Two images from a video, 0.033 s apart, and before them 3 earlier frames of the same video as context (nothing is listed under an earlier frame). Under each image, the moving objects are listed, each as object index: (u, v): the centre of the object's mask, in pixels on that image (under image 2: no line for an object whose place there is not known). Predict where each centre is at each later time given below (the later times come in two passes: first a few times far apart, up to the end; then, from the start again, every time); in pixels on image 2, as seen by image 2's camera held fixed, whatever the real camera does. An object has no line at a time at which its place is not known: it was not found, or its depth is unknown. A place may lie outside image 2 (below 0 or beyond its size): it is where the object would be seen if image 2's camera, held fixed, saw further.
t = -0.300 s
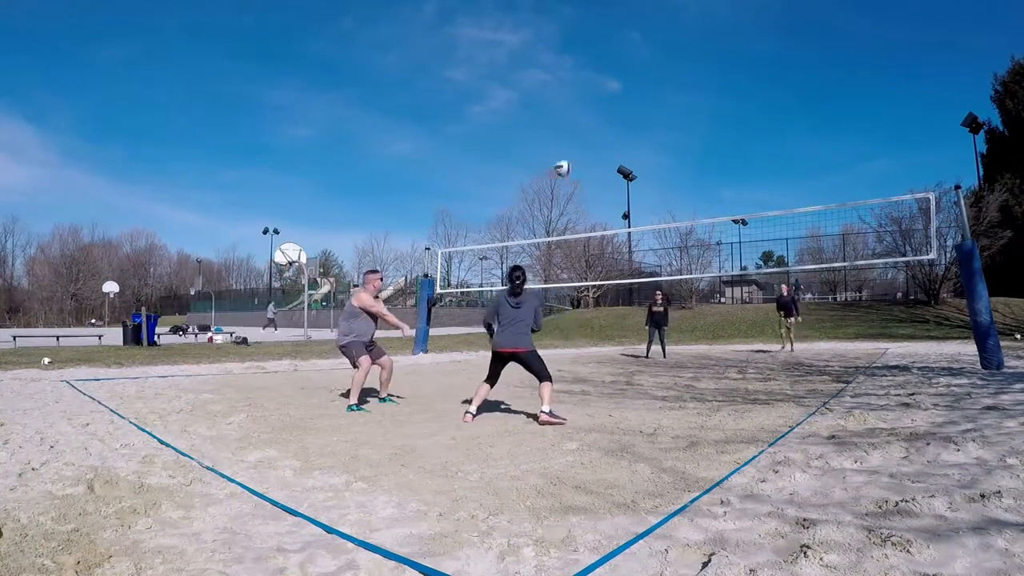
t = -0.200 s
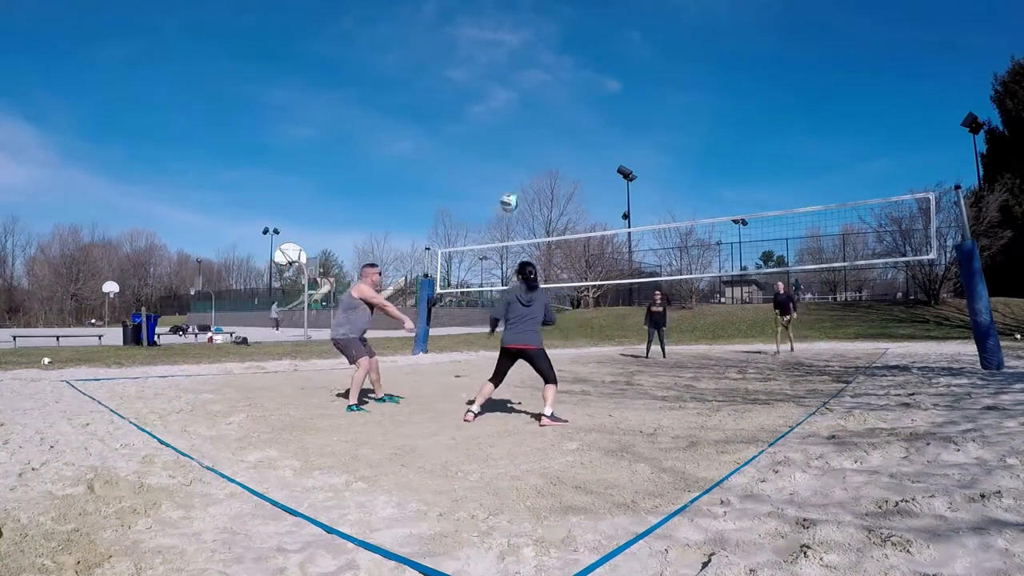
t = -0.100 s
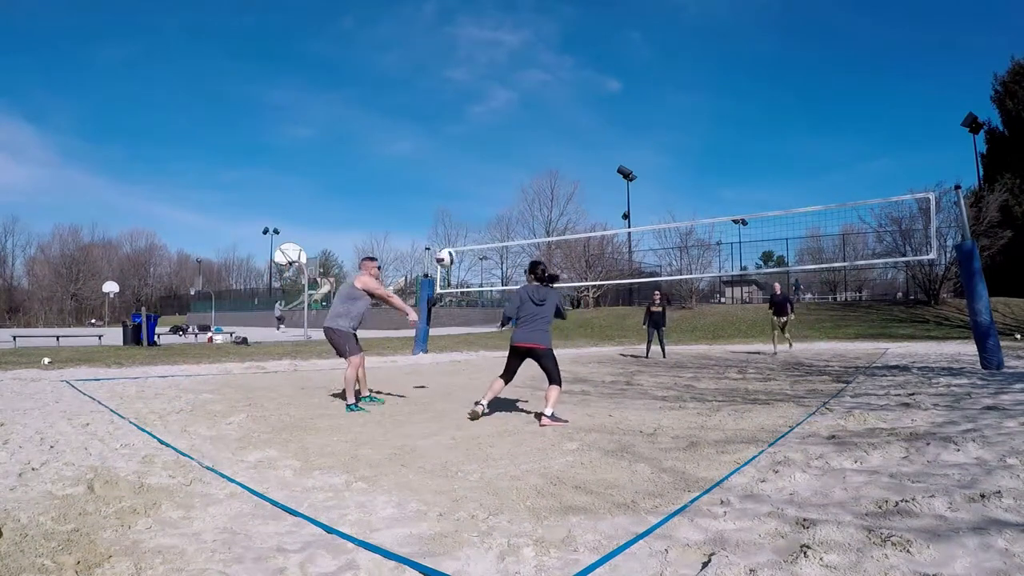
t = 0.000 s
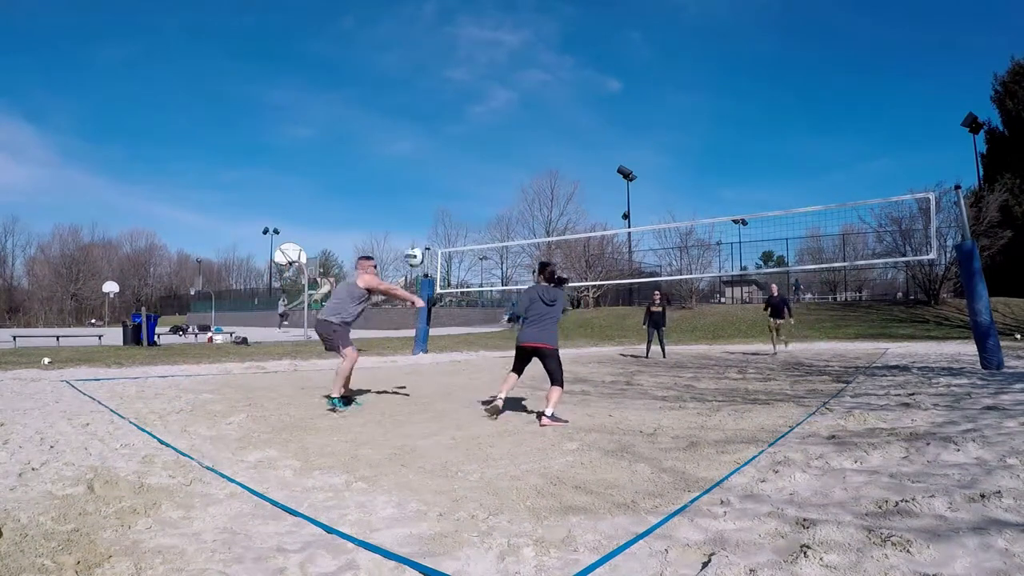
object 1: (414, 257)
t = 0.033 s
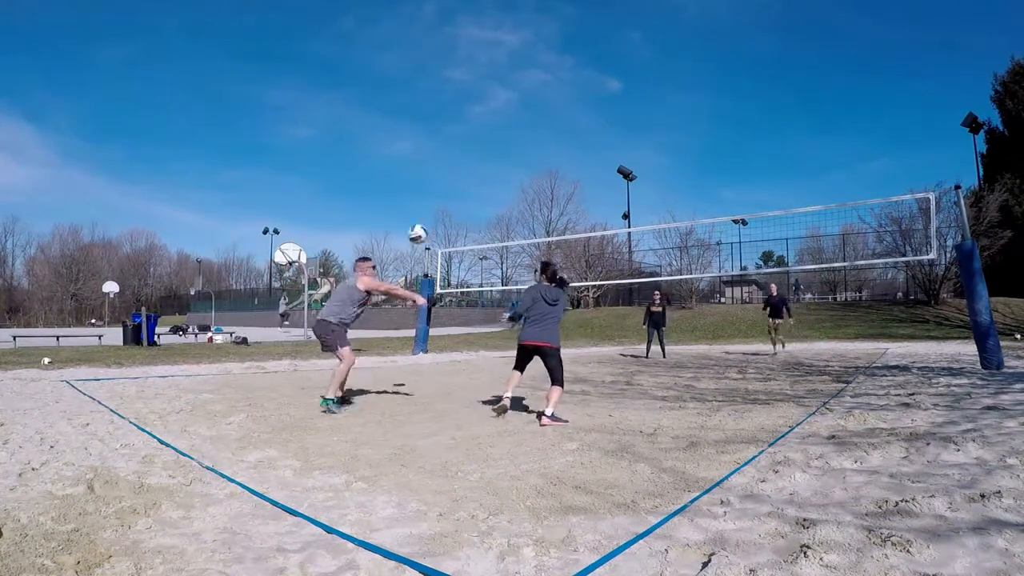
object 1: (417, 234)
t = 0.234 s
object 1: (437, 125)
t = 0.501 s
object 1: (458, 49)
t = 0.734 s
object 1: (472, 31)
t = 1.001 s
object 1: (487, 55)
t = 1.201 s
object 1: (499, 103)
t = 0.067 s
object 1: (421, 212)
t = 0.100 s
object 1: (424, 192)
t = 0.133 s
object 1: (427, 173)
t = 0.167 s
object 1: (430, 156)
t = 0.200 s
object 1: (434, 140)
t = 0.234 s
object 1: (437, 125)
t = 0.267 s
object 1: (440, 112)
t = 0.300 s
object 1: (442, 100)
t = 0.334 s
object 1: (444, 88)
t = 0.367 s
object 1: (448, 78)
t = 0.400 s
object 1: (451, 70)
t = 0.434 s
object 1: (453, 62)
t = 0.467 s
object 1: (455, 55)
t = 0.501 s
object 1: (458, 49)
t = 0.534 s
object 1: (460, 44)
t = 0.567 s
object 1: (462, 40)
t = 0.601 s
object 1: (464, 37)
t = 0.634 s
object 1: (466, 34)
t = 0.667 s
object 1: (468, 33)
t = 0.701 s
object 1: (470, 31)
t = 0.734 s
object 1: (472, 31)
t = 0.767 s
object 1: (474, 32)
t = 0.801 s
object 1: (476, 33)
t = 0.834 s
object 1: (478, 34)
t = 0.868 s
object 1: (479, 37)
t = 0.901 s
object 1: (481, 41)
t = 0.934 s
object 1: (484, 44)
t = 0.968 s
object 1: (486, 49)
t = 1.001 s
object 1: (487, 55)
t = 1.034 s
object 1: (489, 60)
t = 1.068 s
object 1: (491, 68)
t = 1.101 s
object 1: (493, 75)
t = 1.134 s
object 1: (495, 84)
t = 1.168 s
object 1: (496, 93)
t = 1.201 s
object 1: (499, 103)
